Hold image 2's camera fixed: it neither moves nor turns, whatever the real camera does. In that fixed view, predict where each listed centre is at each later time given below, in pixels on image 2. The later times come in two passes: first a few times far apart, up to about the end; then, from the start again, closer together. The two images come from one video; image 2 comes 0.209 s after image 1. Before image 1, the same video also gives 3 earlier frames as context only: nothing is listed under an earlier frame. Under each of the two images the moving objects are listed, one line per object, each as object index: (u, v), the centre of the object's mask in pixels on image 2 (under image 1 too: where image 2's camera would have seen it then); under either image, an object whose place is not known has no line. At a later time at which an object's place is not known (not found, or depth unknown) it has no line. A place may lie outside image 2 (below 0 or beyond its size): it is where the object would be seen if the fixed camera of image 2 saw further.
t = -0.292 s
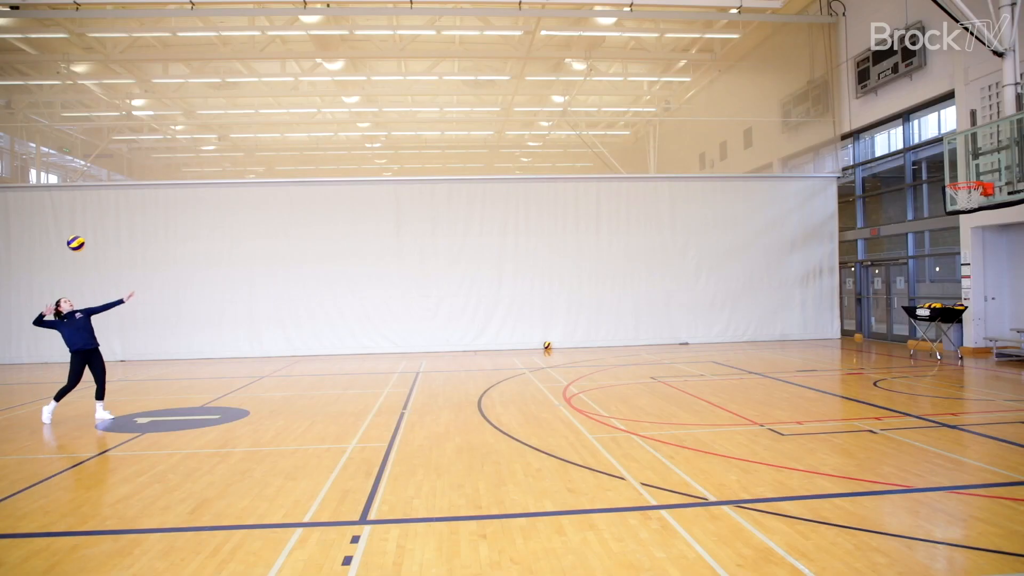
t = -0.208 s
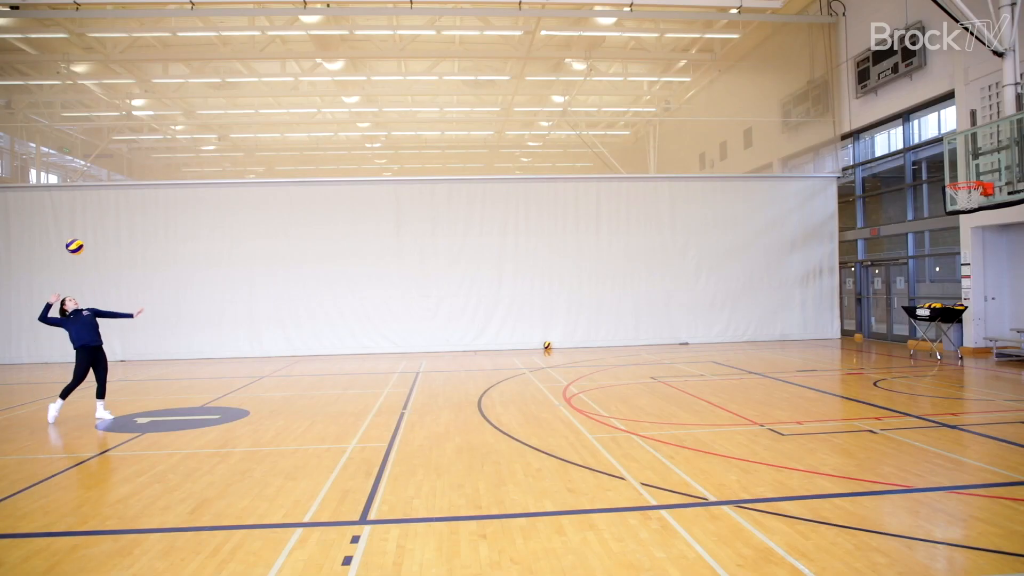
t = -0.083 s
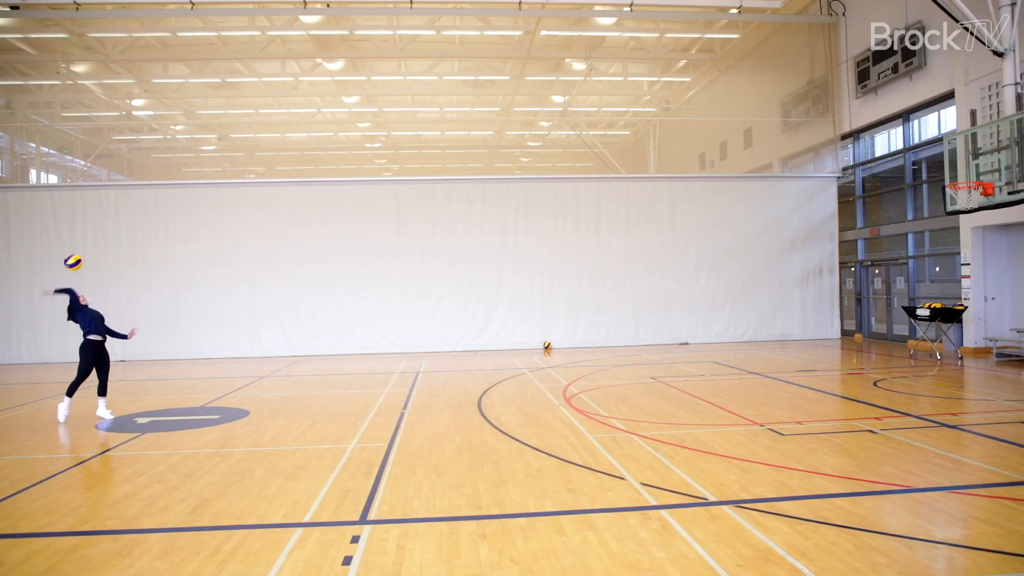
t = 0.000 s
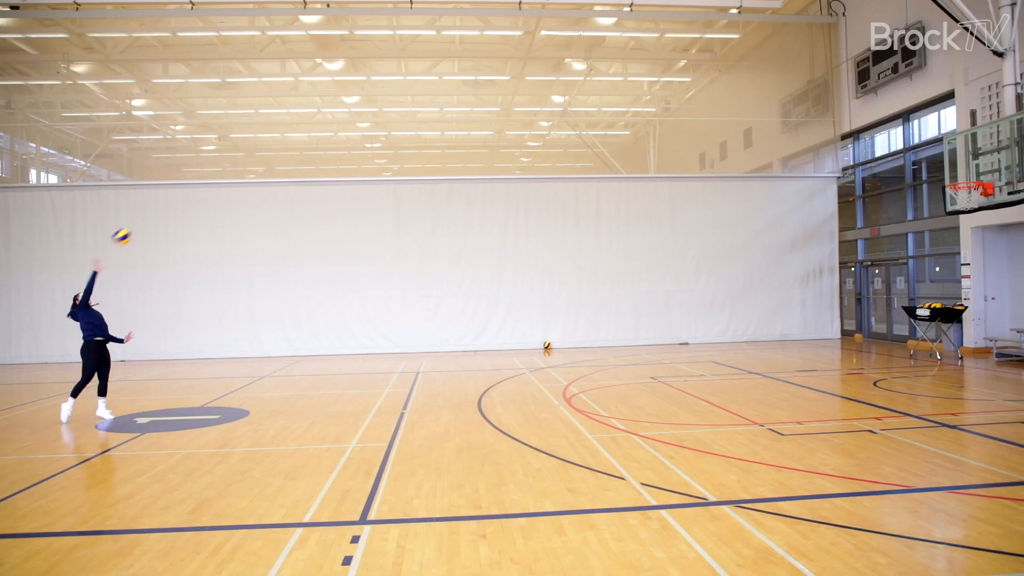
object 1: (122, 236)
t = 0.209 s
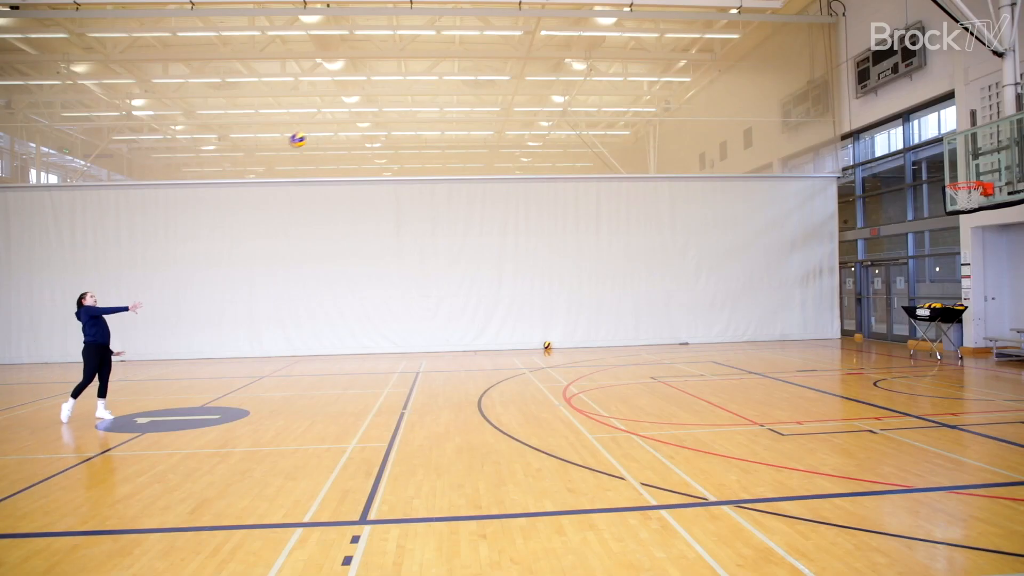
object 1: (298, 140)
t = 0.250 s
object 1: (339, 121)
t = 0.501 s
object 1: (529, 63)
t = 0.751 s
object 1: (698, 57)
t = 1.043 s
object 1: (862, 101)
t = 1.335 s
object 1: (957, 182)
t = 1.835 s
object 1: (957, 230)
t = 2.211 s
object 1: (940, 339)
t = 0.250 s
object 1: (339, 121)
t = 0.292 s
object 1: (365, 110)
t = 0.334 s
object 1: (404, 95)
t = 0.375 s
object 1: (430, 87)
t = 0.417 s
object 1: (468, 76)
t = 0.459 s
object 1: (493, 70)
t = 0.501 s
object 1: (529, 63)
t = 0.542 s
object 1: (553, 59)
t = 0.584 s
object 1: (588, 56)
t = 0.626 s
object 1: (610, 54)
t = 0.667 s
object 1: (644, 54)
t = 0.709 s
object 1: (666, 55)
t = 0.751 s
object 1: (698, 57)
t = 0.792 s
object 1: (719, 60)
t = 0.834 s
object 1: (750, 66)
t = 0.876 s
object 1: (770, 70)
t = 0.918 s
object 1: (799, 78)
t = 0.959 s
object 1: (818, 84)
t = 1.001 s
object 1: (844, 95)
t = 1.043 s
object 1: (862, 101)
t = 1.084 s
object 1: (889, 114)
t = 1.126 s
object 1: (905, 122)
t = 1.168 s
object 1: (931, 138)
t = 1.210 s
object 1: (948, 147)
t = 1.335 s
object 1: (957, 182)
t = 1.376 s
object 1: (958, 187)
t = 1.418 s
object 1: (976, 191)
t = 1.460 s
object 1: (977, 193)
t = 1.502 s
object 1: (976, 196)
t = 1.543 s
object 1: (975, 197)
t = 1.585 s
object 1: (973, 199)
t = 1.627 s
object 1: (971, 201)
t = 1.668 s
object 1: (968, 206)
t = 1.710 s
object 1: (966, 210)
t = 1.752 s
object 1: (963, 216)
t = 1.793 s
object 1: (961, 221)
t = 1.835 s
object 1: (957, 230)
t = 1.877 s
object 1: (957, 236)
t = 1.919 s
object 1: (954, 247)
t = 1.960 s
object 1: (952, 256)
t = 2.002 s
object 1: (949, 270)
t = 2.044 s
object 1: (948, 280)
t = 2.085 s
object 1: (945, 296)
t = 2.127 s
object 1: (943, 308)
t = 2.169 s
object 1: (941, 326)
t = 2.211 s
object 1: (940, 339)
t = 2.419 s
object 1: (928, 342)
